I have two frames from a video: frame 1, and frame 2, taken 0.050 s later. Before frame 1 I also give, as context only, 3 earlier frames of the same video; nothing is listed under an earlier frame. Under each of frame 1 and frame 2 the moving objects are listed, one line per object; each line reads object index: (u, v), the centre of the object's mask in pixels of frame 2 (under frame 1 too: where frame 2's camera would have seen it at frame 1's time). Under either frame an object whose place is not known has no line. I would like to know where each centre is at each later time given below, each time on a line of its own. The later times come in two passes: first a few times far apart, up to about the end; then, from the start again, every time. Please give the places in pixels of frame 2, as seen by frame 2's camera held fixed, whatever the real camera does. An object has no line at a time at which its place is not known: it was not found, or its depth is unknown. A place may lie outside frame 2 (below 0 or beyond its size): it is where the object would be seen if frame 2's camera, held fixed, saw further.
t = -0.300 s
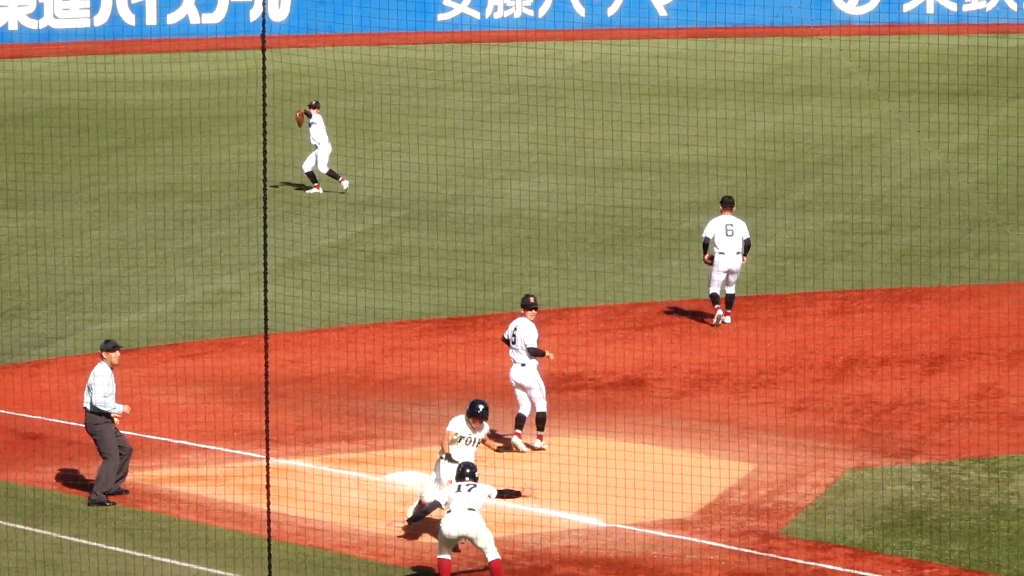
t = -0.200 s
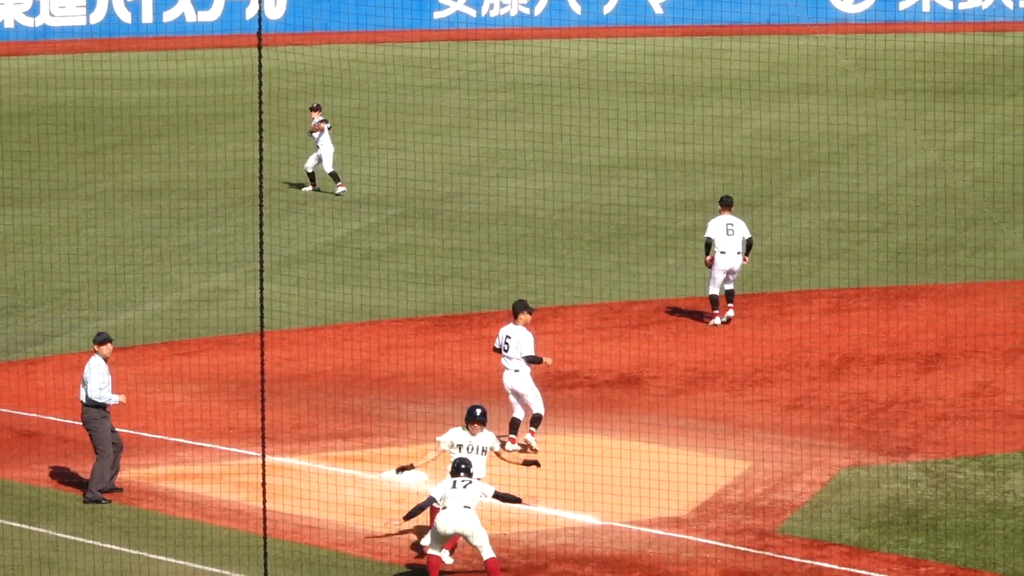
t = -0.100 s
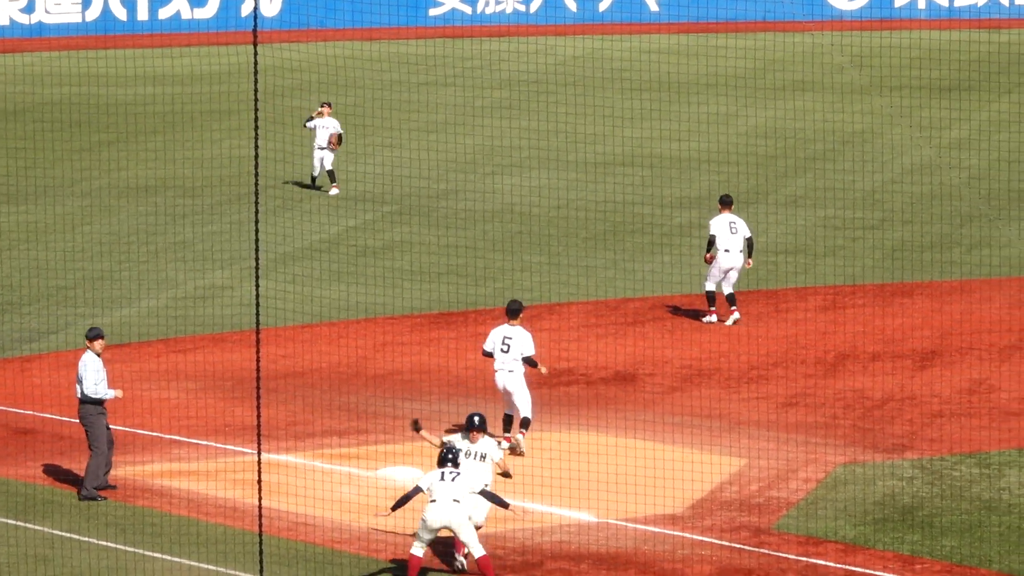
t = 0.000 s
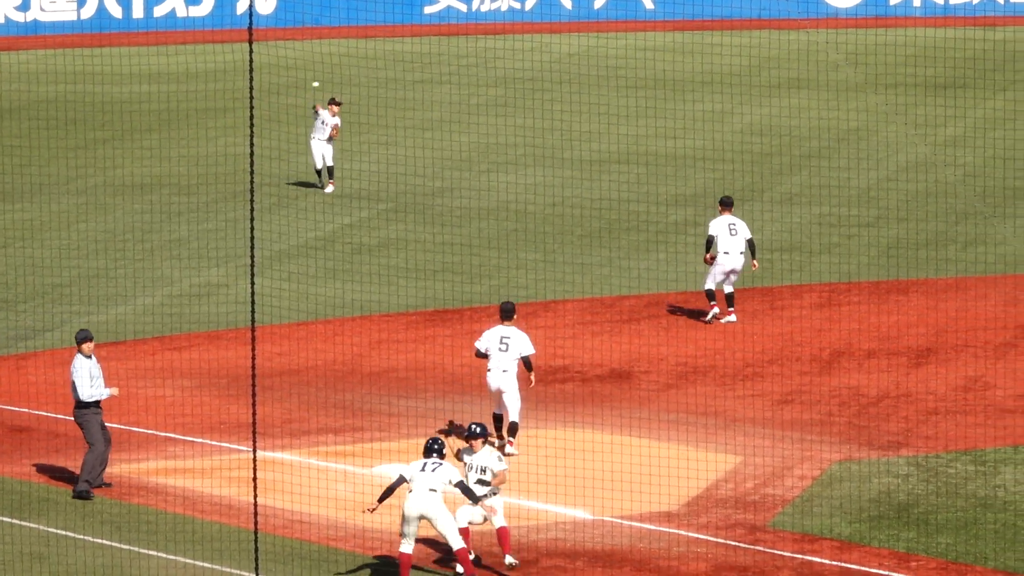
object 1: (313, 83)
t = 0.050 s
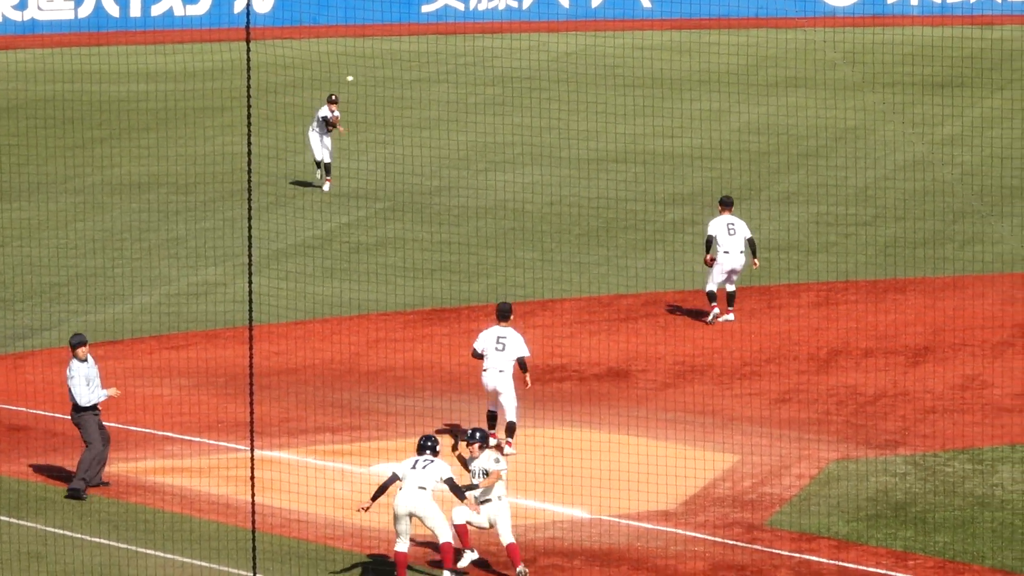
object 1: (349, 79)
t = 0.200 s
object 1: (463, 71)
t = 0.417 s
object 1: (635, 81)
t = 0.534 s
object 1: (732, 97)
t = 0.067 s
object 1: (362, 77)
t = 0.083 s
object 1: (374, 75)
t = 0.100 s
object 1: (387, 75)
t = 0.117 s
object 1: (399, 74)
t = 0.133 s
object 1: (412, 73)
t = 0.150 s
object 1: (425, 72)
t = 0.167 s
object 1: (437, 72)
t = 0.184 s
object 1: (451, 71)
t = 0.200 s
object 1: (463, 71)
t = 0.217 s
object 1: (475, 71)
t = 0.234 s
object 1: (489, 71)
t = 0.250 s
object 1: (502, 71)
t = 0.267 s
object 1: (514, 71)
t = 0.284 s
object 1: (527, 72)
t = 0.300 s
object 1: (540, 72)
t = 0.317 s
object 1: (554, 73)
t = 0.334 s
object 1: (567, 74)
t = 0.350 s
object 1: (581, 75)
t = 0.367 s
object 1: (594, 77)
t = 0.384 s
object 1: (607, 78)
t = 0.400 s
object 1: (621, 79)
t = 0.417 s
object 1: (635, 81)
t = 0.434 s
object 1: (648, 82)
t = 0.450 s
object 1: (662, 85)
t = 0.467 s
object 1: (675, 87)
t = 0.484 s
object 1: (689, 89)
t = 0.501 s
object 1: (704, 92)
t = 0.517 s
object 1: (717, 95)
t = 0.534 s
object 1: (732, 97)
